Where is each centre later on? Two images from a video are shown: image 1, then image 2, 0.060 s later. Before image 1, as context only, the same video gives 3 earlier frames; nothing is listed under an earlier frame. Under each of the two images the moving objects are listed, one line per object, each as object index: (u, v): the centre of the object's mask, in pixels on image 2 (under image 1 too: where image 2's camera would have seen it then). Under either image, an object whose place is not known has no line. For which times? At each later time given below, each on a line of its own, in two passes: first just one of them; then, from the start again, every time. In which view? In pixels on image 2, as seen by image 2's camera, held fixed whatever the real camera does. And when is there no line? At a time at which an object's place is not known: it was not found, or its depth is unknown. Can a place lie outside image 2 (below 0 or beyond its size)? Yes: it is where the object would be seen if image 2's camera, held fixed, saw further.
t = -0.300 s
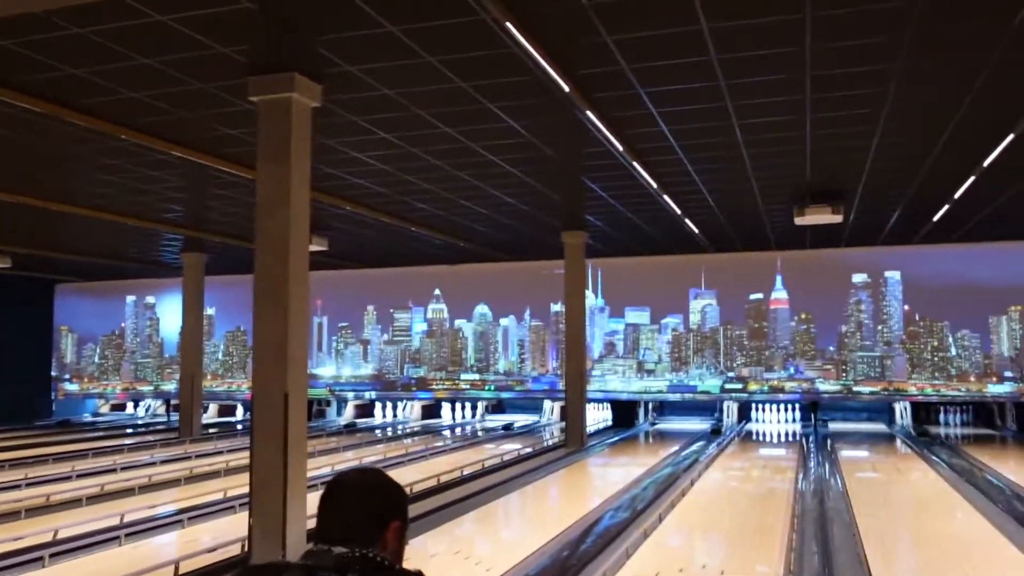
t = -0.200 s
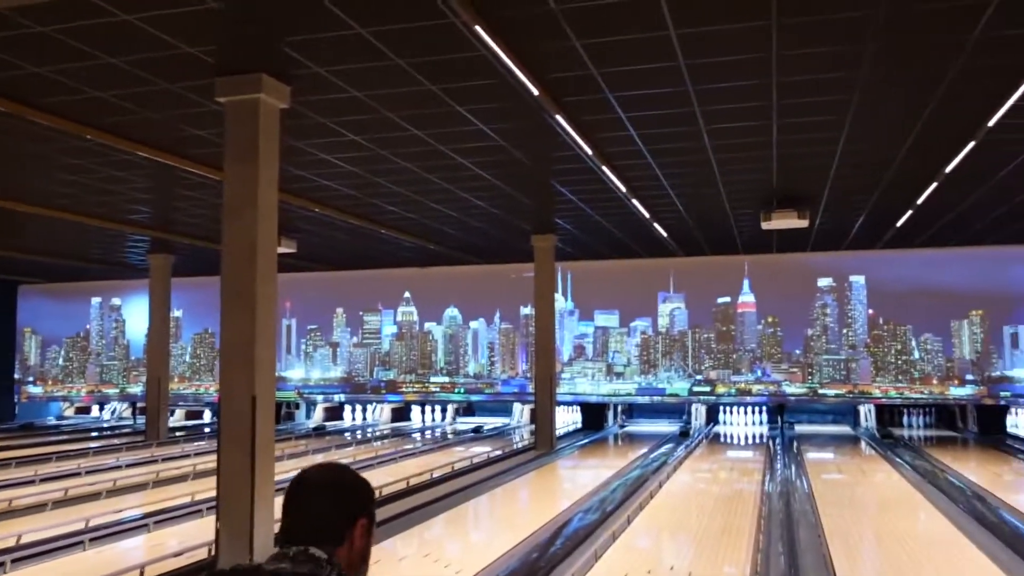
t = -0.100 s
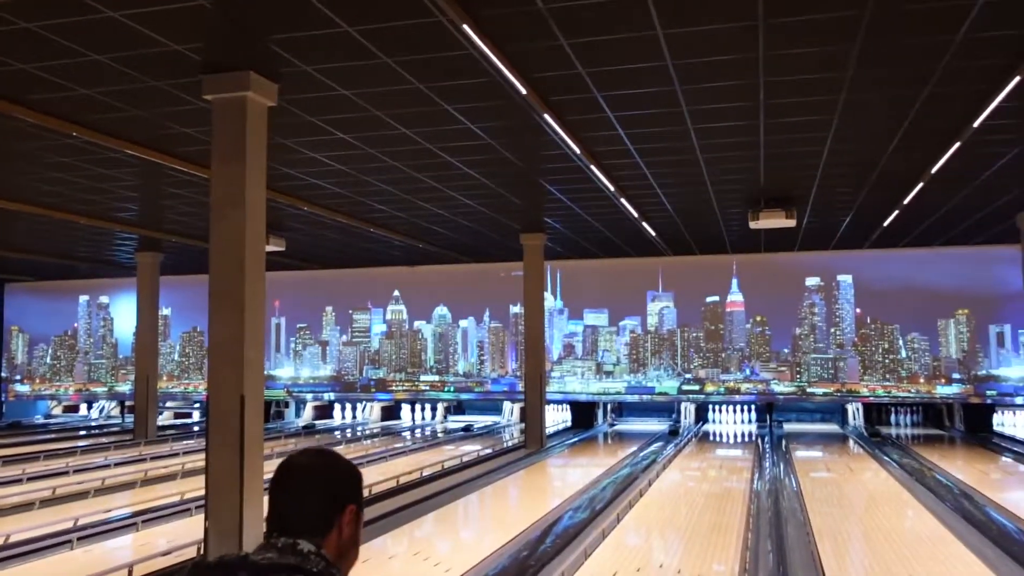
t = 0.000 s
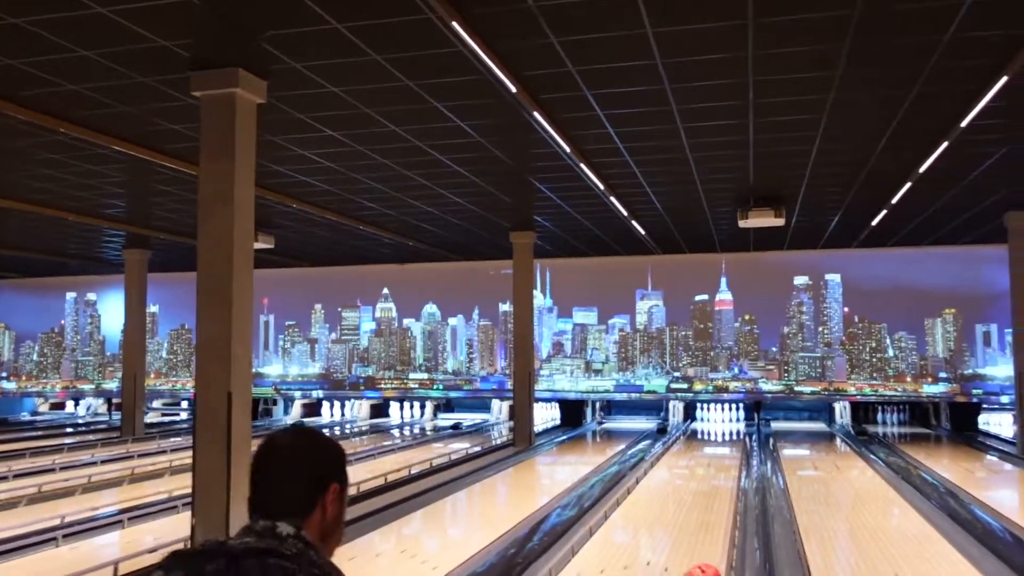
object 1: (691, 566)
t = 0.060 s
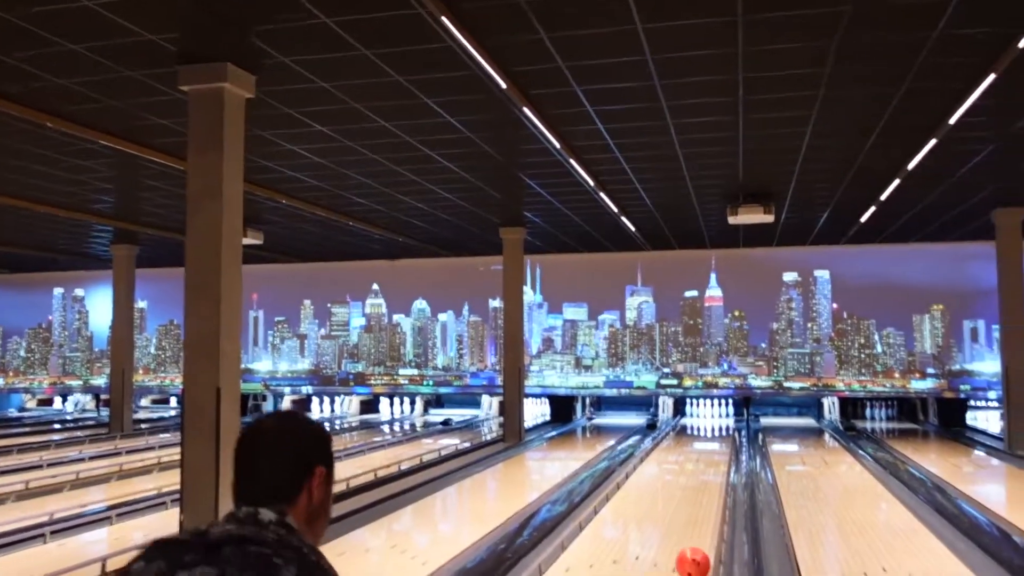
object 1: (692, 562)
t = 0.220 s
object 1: (693, 539)
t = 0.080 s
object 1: (693, 561)
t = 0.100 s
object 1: (694, 558)
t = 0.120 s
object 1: (695, 554)
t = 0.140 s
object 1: (695, 551)
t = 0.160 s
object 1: (695, 548)
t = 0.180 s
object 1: (695, 545)
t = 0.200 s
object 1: (694, 542)
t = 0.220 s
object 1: (693, 539)
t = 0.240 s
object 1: (693, 537)
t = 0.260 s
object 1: (693, 534)
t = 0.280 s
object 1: (693, 532)
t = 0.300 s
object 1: (693, 529)
